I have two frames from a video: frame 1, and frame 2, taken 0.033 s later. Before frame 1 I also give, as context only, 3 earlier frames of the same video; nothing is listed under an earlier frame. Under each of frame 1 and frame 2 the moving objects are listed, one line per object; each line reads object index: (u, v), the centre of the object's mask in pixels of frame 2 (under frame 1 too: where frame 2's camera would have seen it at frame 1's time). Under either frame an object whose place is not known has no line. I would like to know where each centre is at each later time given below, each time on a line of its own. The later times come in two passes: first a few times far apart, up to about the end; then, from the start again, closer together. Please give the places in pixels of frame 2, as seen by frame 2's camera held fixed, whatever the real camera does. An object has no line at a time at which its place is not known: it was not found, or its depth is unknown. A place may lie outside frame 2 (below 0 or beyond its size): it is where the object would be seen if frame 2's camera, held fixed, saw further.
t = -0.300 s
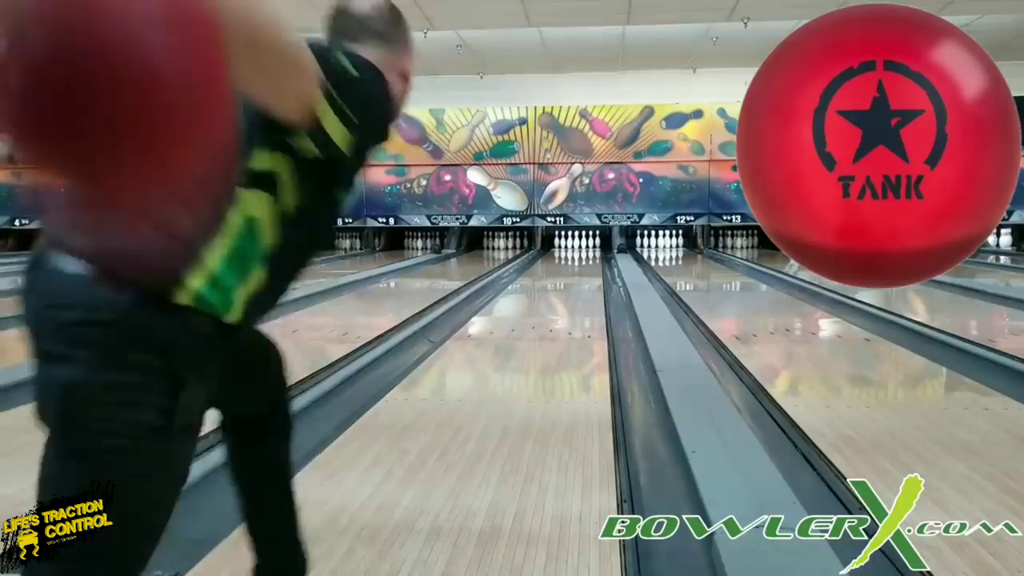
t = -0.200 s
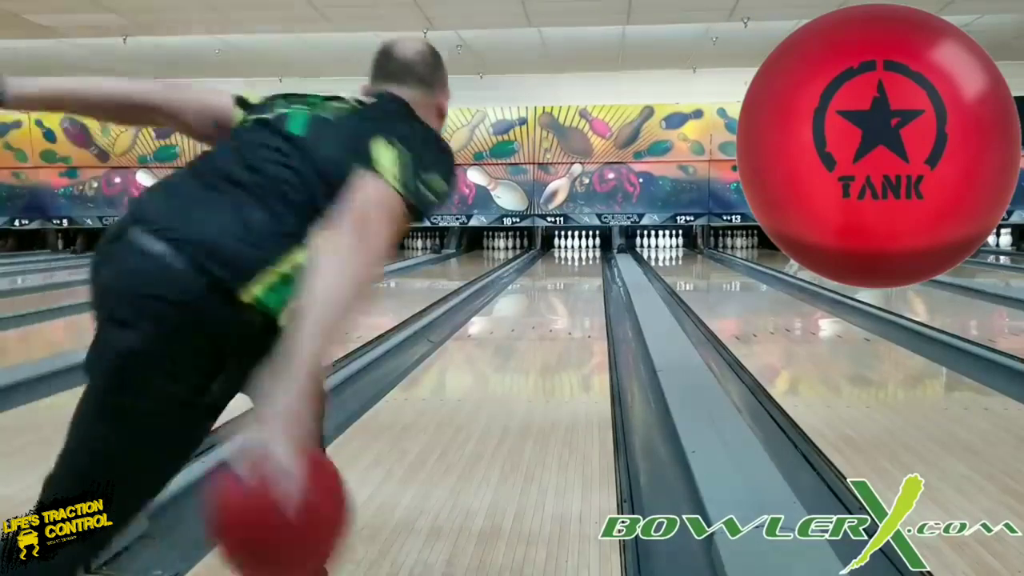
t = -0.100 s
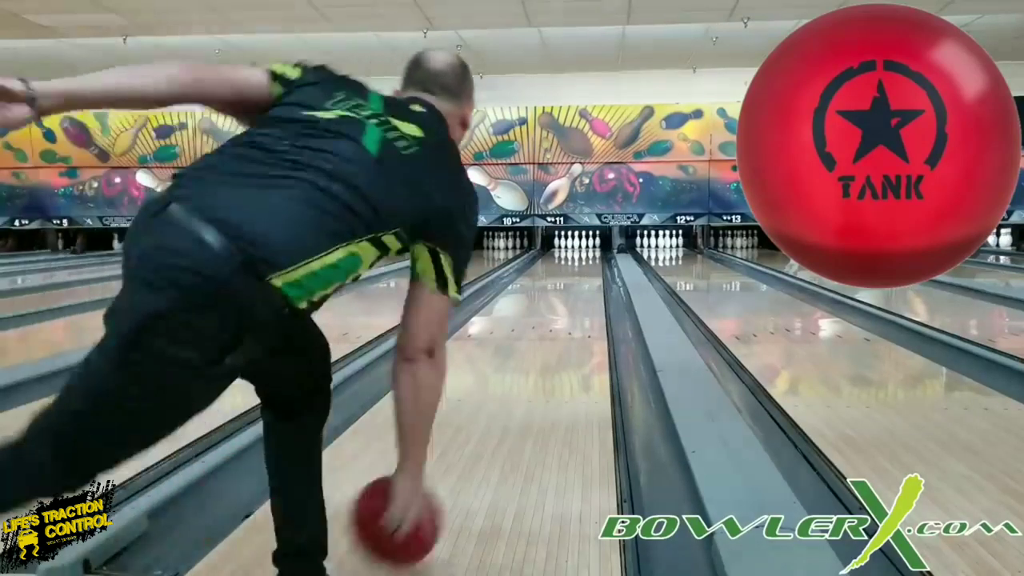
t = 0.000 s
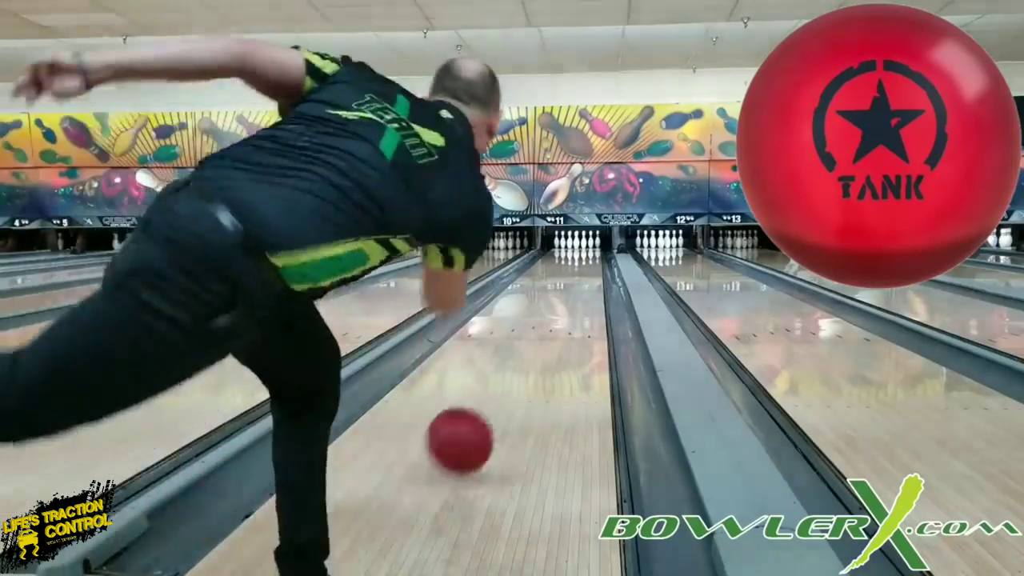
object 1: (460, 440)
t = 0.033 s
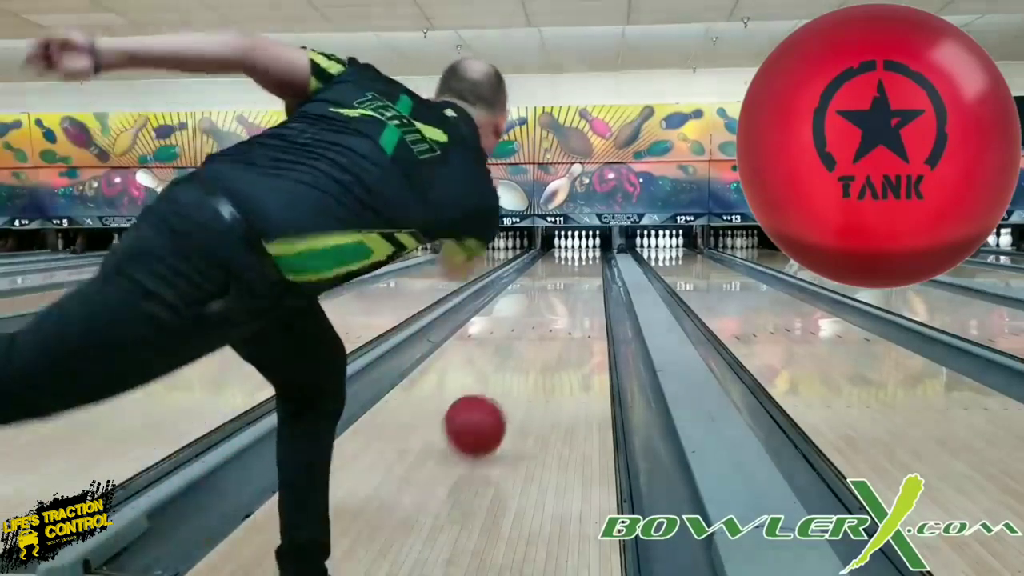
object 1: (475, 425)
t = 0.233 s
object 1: (529, 361)
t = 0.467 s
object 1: (559, 318)
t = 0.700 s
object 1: (575, 295)
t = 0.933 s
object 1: (585, 280)
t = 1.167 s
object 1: (588, 270)
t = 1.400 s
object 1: (589, 263)
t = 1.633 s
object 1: (588, 257)
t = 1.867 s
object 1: (586, 253)
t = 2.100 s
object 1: (581, 249)
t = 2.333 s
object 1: (576, 248)
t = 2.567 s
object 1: (572, 244)
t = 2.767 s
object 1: (571, 244)
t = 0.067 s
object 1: (487, 415)
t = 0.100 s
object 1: (498, 402)
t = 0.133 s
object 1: (507, 390)
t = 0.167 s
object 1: (515, 379)
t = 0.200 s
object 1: (523, 370)
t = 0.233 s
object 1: (529, 361)
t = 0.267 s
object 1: (535, 353)
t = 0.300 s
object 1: (540, 345)
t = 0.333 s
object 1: (544, 339)
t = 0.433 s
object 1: (556, 323)
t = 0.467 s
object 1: (559, 318)
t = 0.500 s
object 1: (562, 314)
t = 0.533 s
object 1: (565, 310)
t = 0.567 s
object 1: (567, 307)
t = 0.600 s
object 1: (570, 303)
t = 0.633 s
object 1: (572, 301)
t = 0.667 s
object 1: (574, 298)
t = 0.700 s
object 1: (575, 295)
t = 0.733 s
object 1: (577, 292)
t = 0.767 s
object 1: (579, 290)
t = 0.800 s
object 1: (580, 288)
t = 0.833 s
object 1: (581, 286)
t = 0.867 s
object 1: (583, 284)
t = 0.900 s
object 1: (583, 282)
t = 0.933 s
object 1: (585, 280)
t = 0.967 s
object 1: (585, 278)
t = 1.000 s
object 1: (586, 277)
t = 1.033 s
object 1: (587, 276)
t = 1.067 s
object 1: (587, 274)
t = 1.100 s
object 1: (588, 273)
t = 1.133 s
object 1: (588, 272)
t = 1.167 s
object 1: (588, 270)
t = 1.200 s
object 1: (589, 269)
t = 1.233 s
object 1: (589, 268)
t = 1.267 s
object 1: (589, 267)
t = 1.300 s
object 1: (589, 265)
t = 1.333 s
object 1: (589, 265)
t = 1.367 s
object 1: (589, 264)
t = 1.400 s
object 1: (589, 263)
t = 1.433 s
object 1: (589, 262)
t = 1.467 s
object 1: (589, 261)
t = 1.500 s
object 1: (589, 261)
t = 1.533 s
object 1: (589, 260)
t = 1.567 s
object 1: (589, 259)
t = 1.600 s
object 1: (589, 258)
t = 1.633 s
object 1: (588, 257)
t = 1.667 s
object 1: (588, 256)
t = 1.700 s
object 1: (587, 256)
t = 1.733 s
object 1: (588, 256)
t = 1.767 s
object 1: (586, 255)
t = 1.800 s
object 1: (586, 254)
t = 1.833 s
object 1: (586, 254)
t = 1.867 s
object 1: (586, 253)
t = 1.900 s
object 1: (585, 252)
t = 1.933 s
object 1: (584, 251)
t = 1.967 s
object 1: (583, 251)
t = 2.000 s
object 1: (582, 250)
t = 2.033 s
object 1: (582, 250)
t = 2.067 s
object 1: (582, 249)
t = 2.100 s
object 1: (581, 249)
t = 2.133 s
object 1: (580, 248)
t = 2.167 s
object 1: (580, 248)
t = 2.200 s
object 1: (578, 247)
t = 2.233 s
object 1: (578, 247)
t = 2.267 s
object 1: (577, 248)
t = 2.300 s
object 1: (577, 248)
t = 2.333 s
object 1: (576, 248)
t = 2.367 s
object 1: (576, 248)
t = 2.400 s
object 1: (576, 248)
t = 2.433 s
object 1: (574, 247)
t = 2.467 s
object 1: (573, 246)
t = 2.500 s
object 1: (572, 245)
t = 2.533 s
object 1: (572, 244)
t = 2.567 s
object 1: (572, 244)
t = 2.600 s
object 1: (571, 244)
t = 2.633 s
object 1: (571, 244)
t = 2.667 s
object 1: (571, 244)
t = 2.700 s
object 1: (571, 244)
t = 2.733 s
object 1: (571, 243)
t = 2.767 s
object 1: (571, 244)
